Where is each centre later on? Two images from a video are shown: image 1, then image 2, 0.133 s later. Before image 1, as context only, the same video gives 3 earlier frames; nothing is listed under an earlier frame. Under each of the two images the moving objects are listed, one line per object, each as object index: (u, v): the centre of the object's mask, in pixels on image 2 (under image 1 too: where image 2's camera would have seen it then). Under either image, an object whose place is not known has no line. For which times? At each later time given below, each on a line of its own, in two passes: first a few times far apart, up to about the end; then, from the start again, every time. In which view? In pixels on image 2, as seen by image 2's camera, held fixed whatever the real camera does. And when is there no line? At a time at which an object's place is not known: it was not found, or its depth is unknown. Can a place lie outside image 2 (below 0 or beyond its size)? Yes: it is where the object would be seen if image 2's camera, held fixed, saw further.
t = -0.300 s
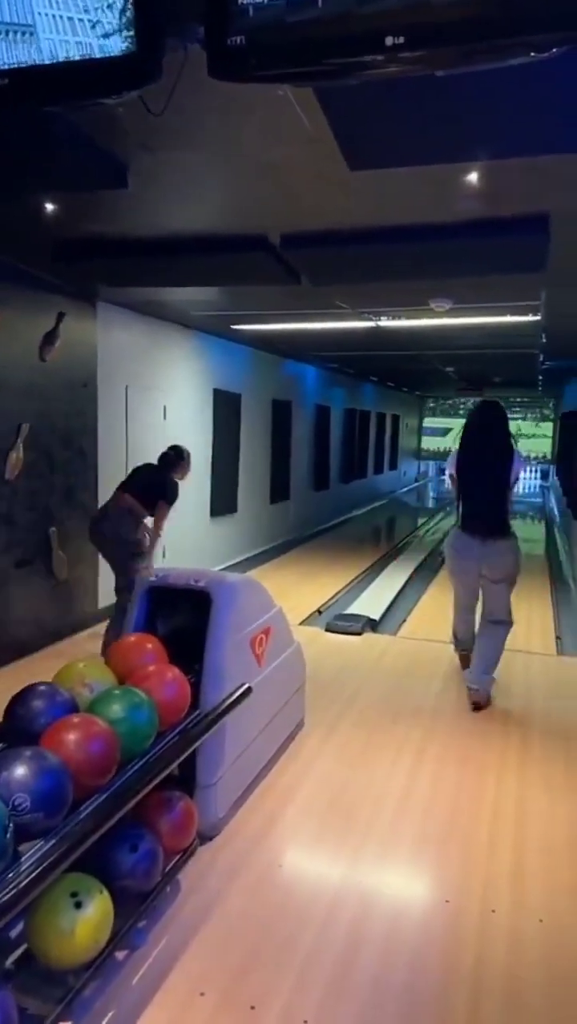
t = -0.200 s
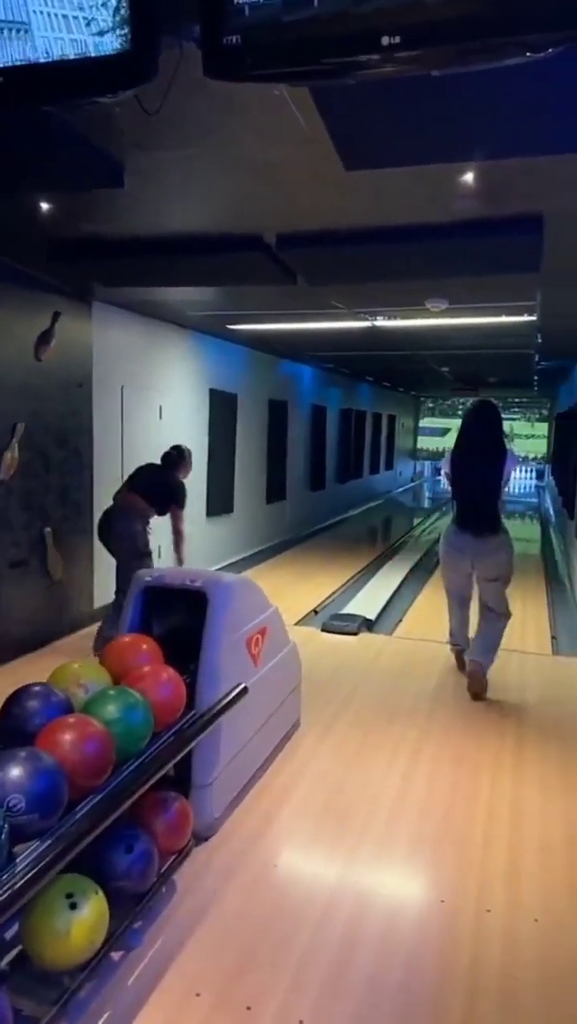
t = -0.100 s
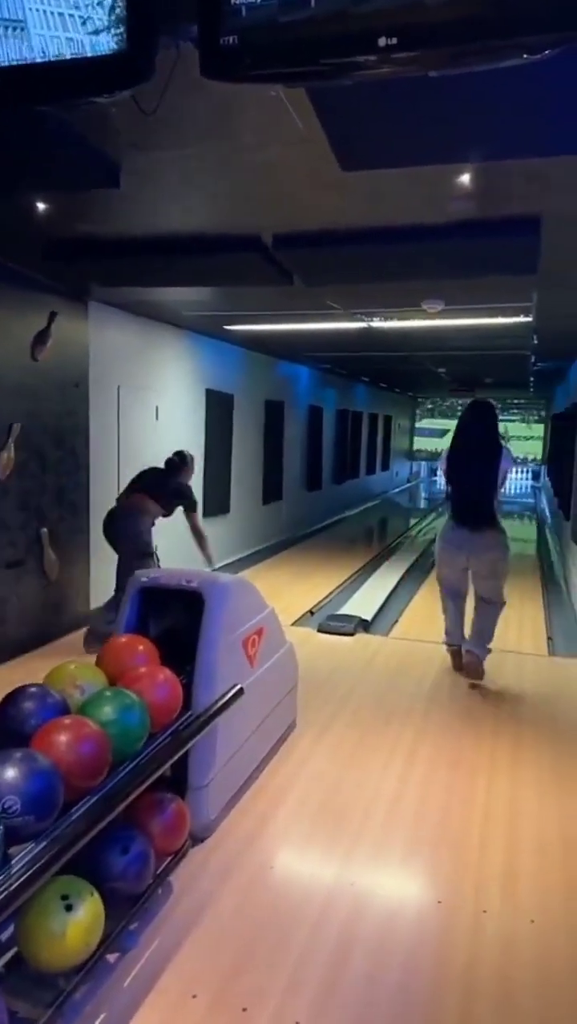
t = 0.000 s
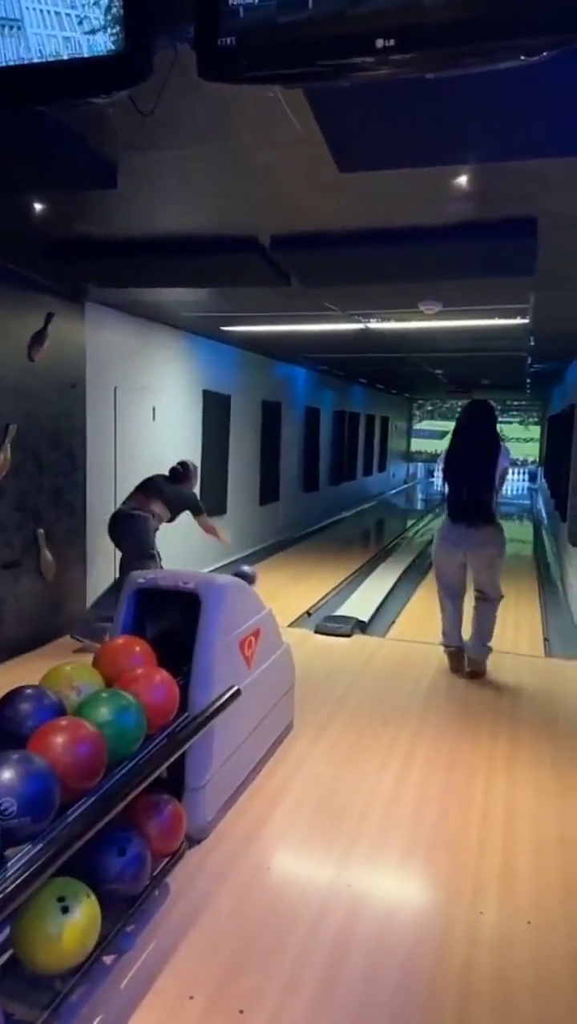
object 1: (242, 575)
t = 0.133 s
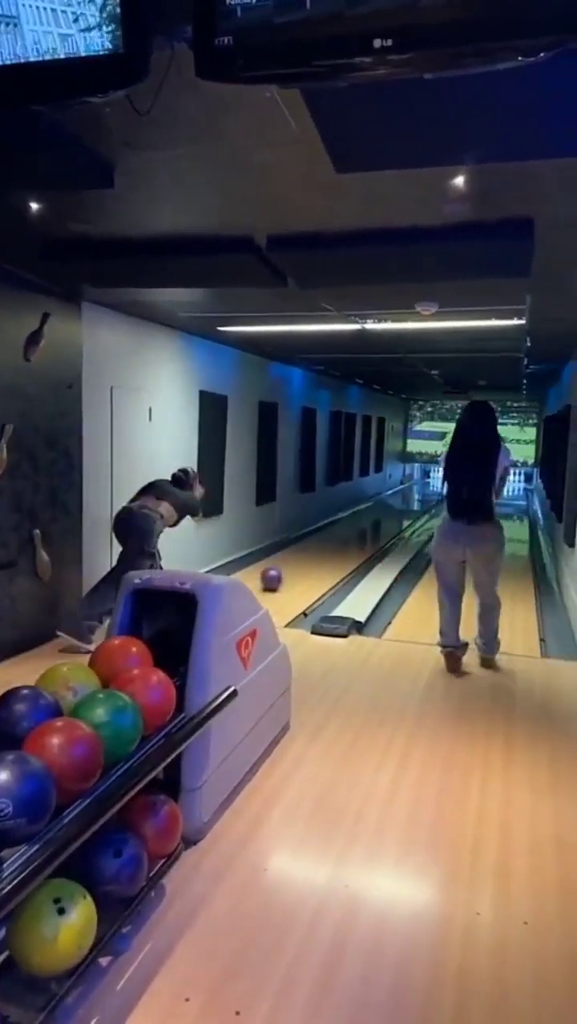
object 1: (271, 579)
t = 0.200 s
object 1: (284, 572)
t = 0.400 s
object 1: (315, 554)
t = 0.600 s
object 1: (337, 540)
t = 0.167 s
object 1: (278, 575)
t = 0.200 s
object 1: (284, 572)
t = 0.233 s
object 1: (290, 568)
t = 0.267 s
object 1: (296, 565)
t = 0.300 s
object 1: (301, 561)
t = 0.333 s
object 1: (305, 559)
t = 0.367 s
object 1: (310, 557)
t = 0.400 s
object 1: (315, 554)
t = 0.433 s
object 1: (319, 551)
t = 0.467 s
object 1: (322, 548)
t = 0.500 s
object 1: (326, 546)
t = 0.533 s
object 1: (330, 545)
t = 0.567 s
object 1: (333, 542)
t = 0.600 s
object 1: (337, 540)
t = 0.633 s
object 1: (340, 539)
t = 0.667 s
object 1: (343, 537)
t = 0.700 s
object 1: (345, 536)
